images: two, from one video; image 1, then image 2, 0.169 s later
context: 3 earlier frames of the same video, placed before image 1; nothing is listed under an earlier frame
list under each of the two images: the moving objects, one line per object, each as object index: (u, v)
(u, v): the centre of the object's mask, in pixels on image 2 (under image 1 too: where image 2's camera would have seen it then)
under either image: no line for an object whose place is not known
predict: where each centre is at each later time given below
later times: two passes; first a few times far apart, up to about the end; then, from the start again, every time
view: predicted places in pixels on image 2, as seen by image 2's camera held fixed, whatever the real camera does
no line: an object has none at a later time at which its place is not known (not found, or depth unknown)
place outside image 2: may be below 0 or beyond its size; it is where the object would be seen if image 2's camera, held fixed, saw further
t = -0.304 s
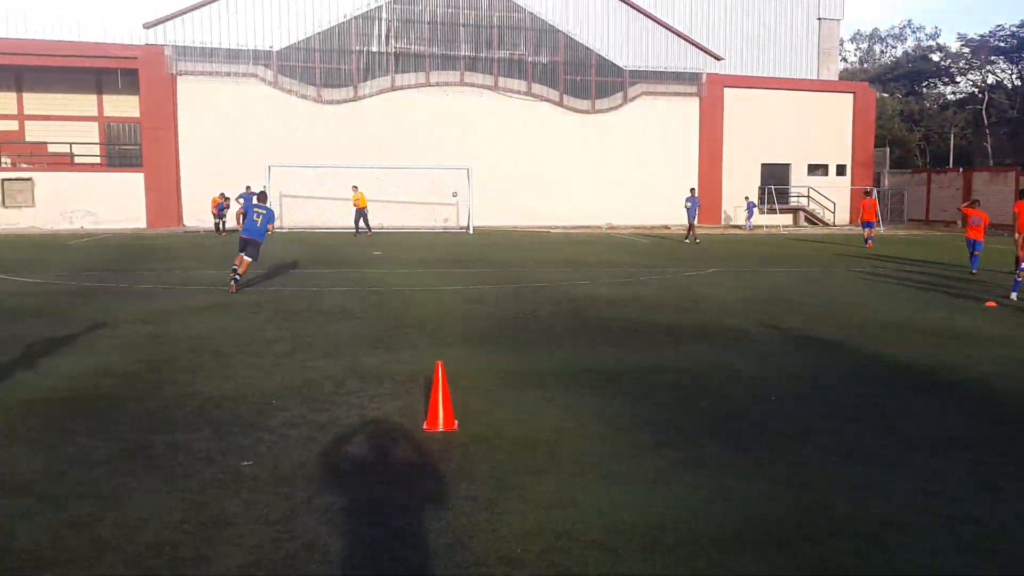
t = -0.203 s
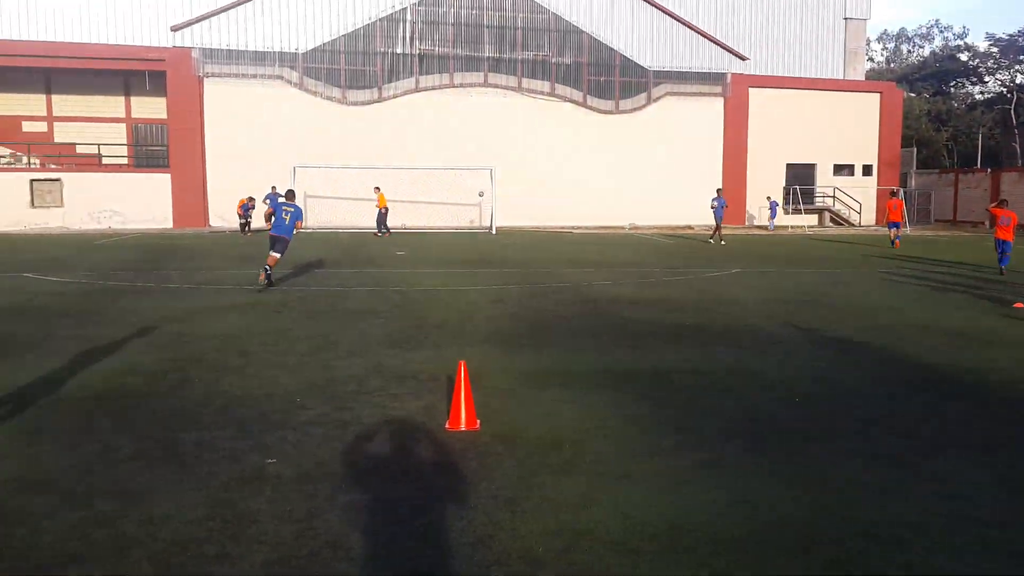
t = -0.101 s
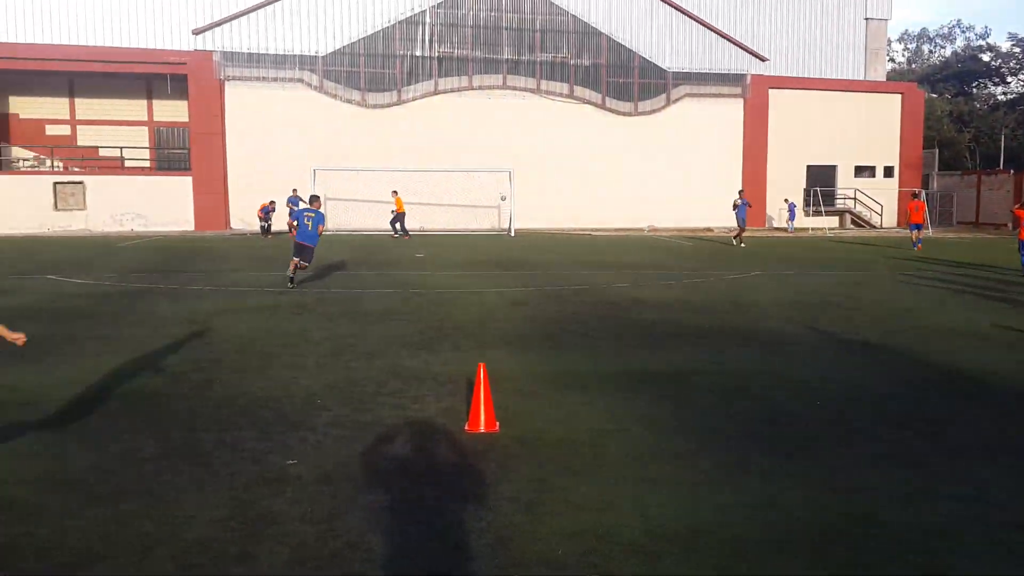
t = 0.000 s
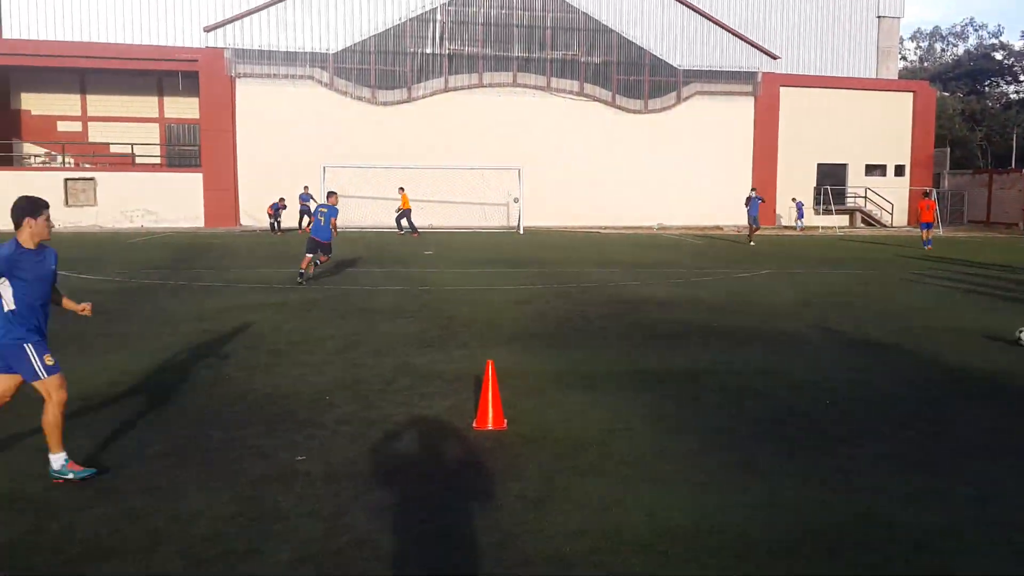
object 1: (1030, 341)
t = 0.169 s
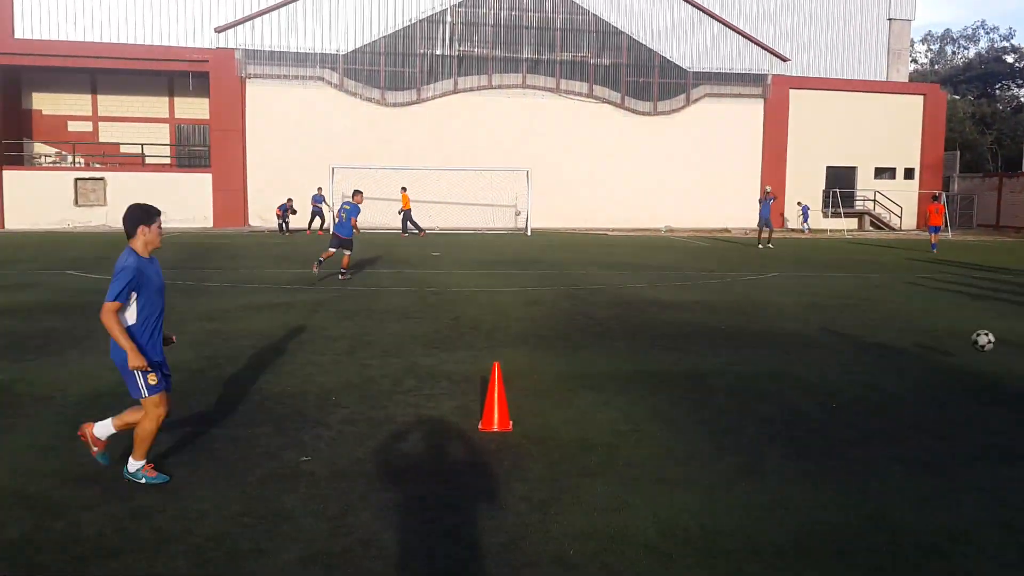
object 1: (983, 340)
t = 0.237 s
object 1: (959, 349)
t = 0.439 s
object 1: (883, 366)
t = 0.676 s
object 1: (775, 406)
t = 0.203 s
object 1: (972, 343)
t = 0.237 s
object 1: (959, 349)
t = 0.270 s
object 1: (947, 354)
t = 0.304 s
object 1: (933, 362)
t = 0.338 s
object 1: (920, 369)
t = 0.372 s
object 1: (908, 367)
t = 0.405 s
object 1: (896, 366)
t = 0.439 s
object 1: (883, 366)
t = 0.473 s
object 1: (870, 368)
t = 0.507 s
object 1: (855, 371)
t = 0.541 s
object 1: (841, 376)
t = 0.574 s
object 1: (826, 382)
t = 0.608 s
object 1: (810, 390)
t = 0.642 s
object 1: (793, 400)
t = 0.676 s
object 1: (775, 406)
